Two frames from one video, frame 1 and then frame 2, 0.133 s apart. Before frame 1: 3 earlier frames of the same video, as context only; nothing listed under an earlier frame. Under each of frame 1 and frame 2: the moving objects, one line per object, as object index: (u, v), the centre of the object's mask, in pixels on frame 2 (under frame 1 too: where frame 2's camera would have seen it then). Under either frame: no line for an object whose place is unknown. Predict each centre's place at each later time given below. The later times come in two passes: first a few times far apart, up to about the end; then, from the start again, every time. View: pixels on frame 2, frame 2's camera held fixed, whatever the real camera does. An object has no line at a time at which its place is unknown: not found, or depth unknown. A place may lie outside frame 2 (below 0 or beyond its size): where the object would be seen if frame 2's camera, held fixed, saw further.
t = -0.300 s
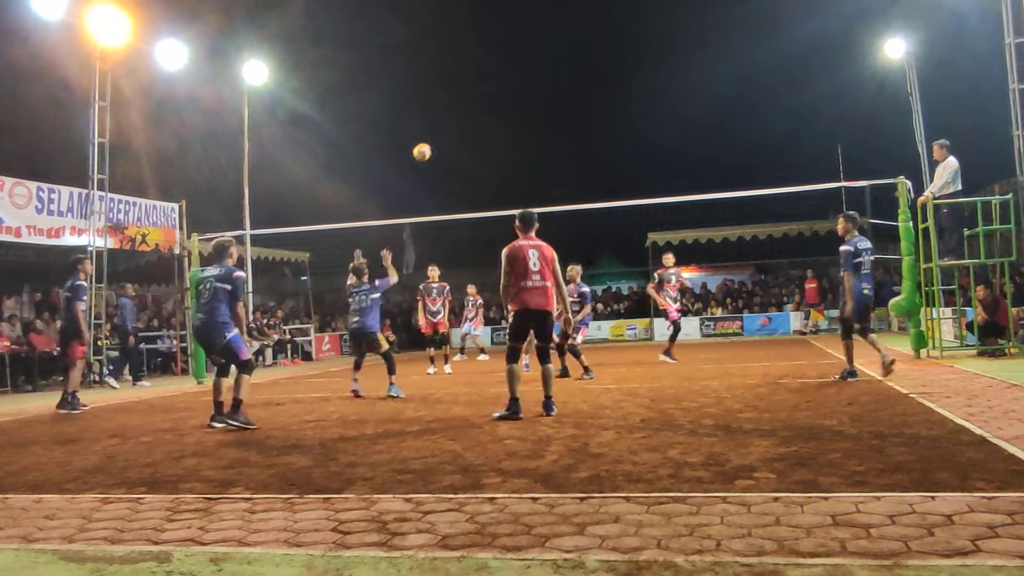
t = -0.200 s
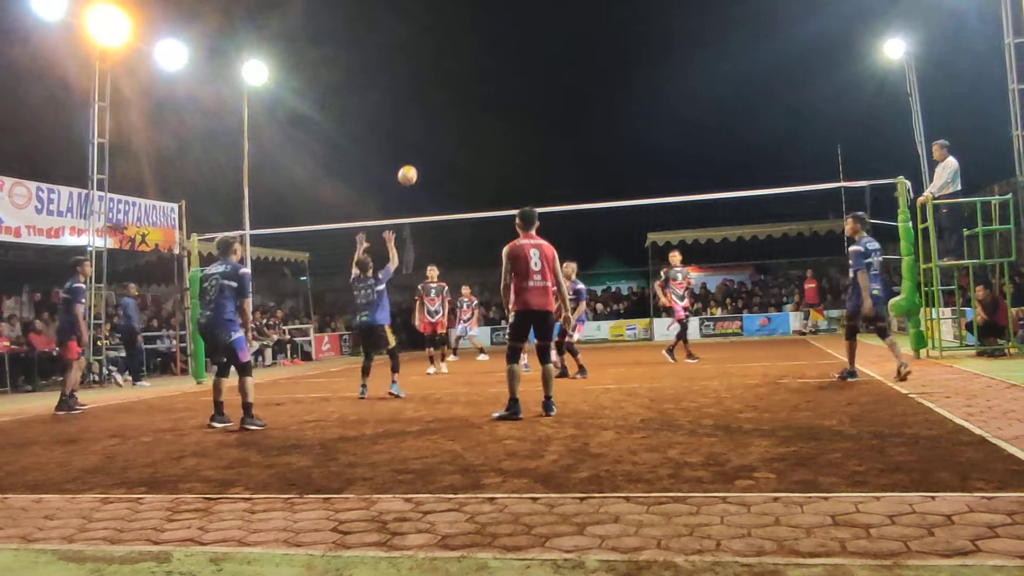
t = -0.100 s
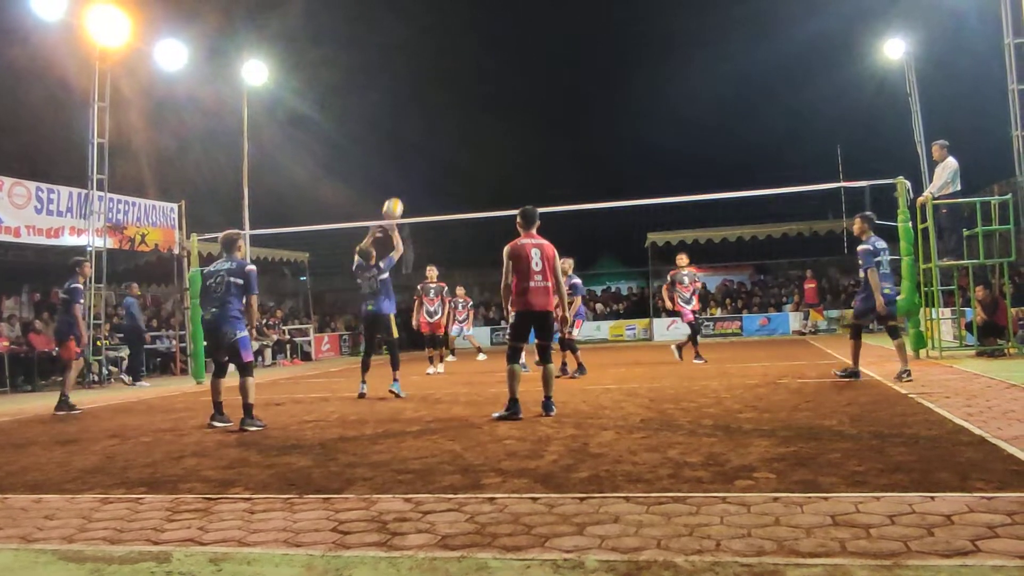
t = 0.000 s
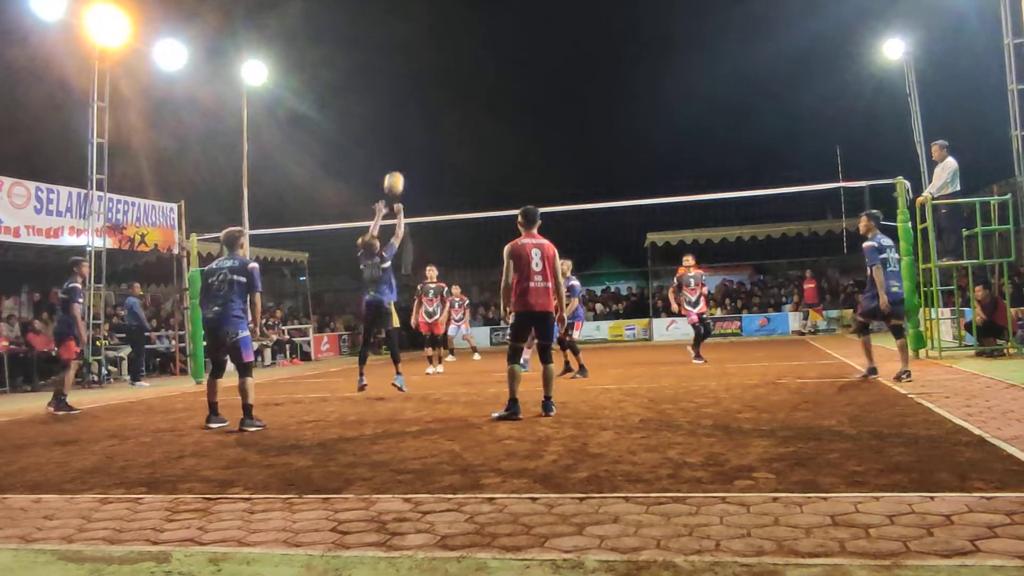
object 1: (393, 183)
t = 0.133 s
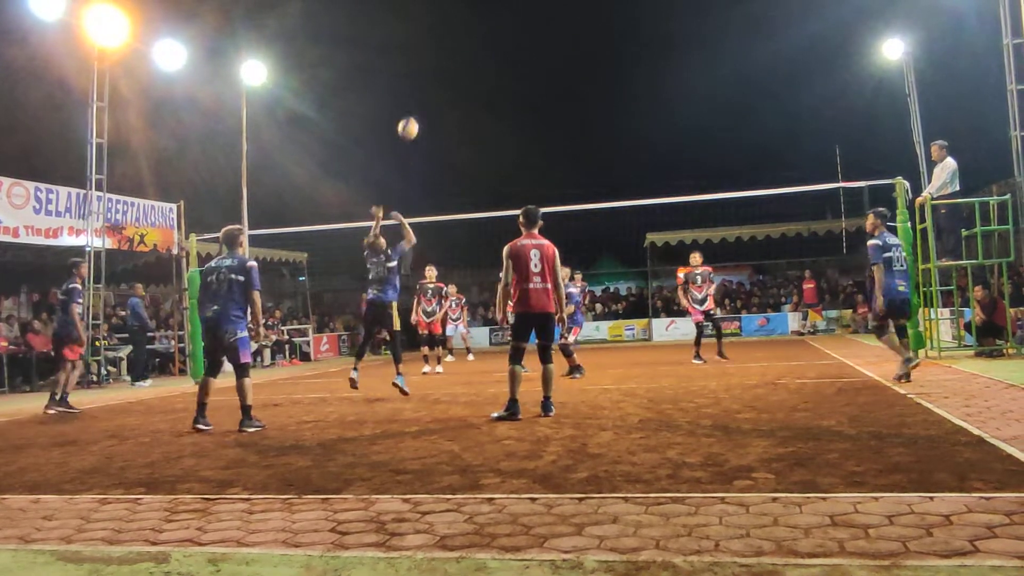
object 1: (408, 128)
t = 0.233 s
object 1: (419, 97)
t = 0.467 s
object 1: (445, 57)
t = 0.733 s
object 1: (477, 63)
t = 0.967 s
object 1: (505, 111)
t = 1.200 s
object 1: (533, 196)
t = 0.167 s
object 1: (411, 116)
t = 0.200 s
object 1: (415, 106)
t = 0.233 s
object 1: (419, 97)
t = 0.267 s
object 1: (423, 88)
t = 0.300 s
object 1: (426, 80)
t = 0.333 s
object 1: (430, 74)
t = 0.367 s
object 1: (434, 68)
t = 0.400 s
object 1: (438, 63)
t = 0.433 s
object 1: (441, 60)
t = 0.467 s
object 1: (445, 57)
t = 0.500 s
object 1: (449, 55)
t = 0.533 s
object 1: (453, 53)
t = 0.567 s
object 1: (457, 53)
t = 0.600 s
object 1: (461, 53)
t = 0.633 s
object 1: (465, 54)
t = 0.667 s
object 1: (468, 56)
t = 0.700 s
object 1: (472, 59)
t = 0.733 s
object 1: (477, 63)
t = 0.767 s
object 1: (481, 68)
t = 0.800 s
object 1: (484, 73)
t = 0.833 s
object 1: (489, 79)
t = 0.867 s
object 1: (493, 86)
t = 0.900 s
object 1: (497, 94)
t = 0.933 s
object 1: (501, 102)
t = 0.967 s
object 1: (505, 111)
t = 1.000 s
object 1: (509, 121)
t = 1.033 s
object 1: (513, 132)
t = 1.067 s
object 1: (517, 144)
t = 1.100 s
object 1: (521, 156)
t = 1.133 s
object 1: (525, 169)
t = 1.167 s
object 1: (529, 182)
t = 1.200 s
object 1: (533, 196)
